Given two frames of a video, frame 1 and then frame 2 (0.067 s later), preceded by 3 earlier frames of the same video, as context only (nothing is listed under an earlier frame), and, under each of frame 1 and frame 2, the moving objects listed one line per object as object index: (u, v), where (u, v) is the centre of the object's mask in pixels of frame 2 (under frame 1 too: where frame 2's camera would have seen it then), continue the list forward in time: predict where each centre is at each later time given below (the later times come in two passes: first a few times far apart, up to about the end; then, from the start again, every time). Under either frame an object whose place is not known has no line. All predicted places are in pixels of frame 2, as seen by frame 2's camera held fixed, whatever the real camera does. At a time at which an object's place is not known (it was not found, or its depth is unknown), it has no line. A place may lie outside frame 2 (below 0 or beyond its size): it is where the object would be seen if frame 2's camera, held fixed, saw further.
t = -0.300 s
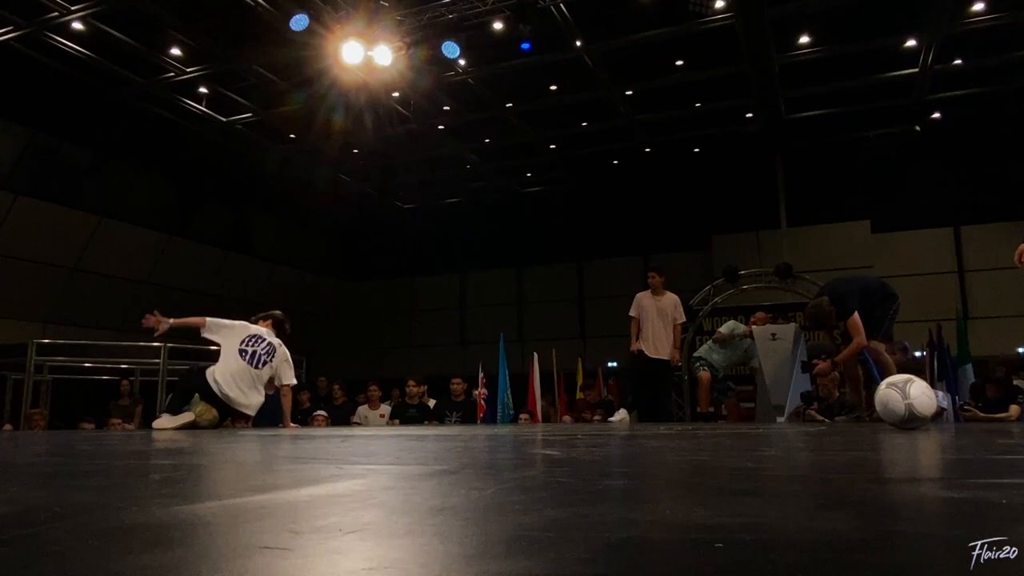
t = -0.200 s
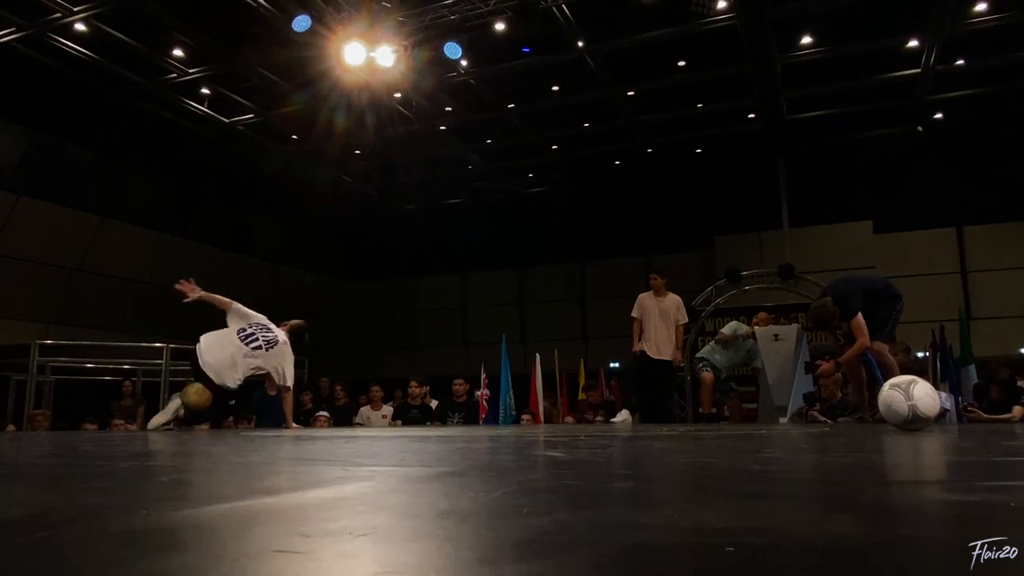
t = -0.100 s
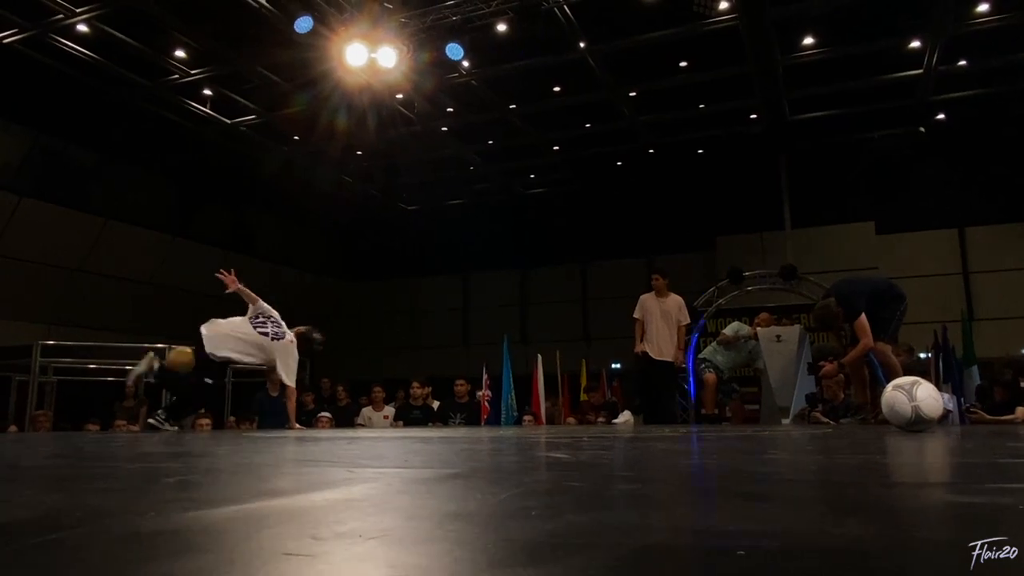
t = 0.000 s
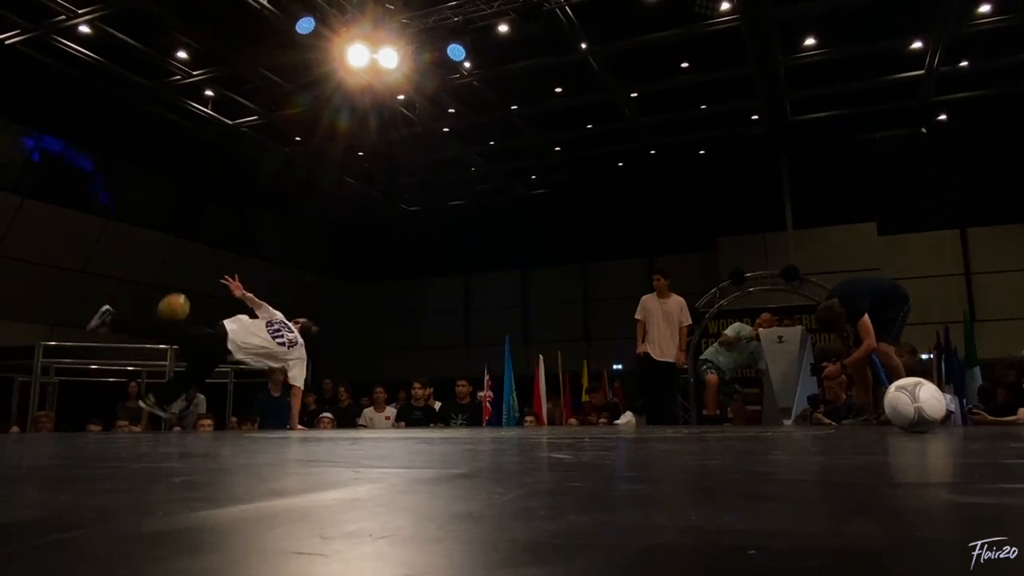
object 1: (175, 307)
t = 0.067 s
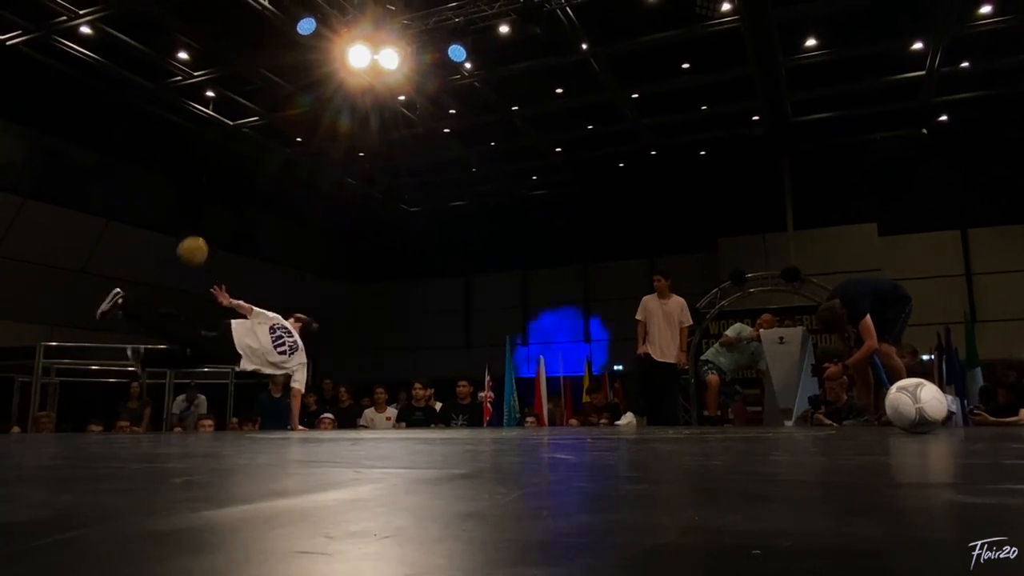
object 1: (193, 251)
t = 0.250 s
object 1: (238, 128)
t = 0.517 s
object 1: (295, 32)
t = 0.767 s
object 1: (343, 20)
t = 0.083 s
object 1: (197, 237)
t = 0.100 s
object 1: (201, 224)
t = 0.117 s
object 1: (205, 211)
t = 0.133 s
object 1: (210, 200)
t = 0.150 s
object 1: (214, 188)
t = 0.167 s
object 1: (218, 177)
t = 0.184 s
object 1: (222, 167)
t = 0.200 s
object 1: (226, 157)
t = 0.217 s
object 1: (229, 147)
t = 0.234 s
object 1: (234, 137)
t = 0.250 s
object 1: (238, 128)
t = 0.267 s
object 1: (242, 119)
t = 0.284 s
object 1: (245, 110)
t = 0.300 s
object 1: (248, 104)
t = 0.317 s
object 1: (253, 94)
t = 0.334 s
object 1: (256, 88)
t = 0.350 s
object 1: (260, 82)
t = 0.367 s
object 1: (263, 75)
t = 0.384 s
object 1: (267, 69)
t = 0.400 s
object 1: (271, 63)
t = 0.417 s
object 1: (274, 57)
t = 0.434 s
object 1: (278, 52)
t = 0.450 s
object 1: (281, 47)
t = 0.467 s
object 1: (285, 43)
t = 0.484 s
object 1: (288, 39)
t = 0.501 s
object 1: (291, 35)
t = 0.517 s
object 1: (295, 32)
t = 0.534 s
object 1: (298, 29)
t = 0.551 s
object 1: (302, 27)
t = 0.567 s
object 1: (305, 25)
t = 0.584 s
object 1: (308, 22)
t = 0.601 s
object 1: (312, 20)
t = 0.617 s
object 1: (315, 19)
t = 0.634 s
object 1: (319, 17)
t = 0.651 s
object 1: (323, 17)
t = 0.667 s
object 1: (326, 16)
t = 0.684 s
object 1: (328, 17)
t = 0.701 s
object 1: (331, 16)
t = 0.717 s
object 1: (334, 17)
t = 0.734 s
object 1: (338, 18)
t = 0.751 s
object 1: (340, 19)
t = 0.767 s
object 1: (343, 20)
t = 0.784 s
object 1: (345, 20)
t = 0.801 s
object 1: (348, 20)
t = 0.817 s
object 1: (350, 21)
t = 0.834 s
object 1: (353, 22)
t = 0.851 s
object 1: (358, 25)
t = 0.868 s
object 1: (364, 28)
